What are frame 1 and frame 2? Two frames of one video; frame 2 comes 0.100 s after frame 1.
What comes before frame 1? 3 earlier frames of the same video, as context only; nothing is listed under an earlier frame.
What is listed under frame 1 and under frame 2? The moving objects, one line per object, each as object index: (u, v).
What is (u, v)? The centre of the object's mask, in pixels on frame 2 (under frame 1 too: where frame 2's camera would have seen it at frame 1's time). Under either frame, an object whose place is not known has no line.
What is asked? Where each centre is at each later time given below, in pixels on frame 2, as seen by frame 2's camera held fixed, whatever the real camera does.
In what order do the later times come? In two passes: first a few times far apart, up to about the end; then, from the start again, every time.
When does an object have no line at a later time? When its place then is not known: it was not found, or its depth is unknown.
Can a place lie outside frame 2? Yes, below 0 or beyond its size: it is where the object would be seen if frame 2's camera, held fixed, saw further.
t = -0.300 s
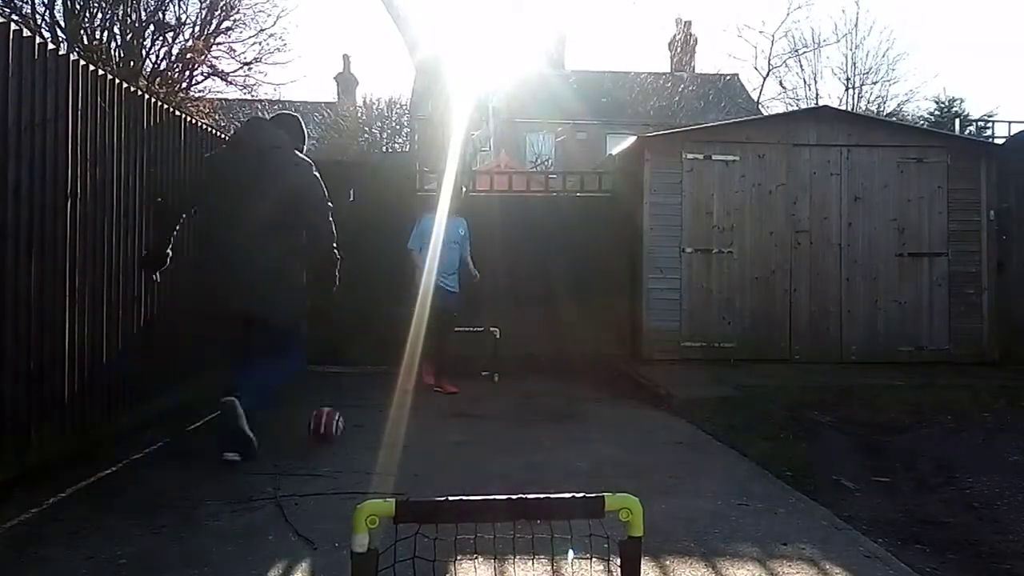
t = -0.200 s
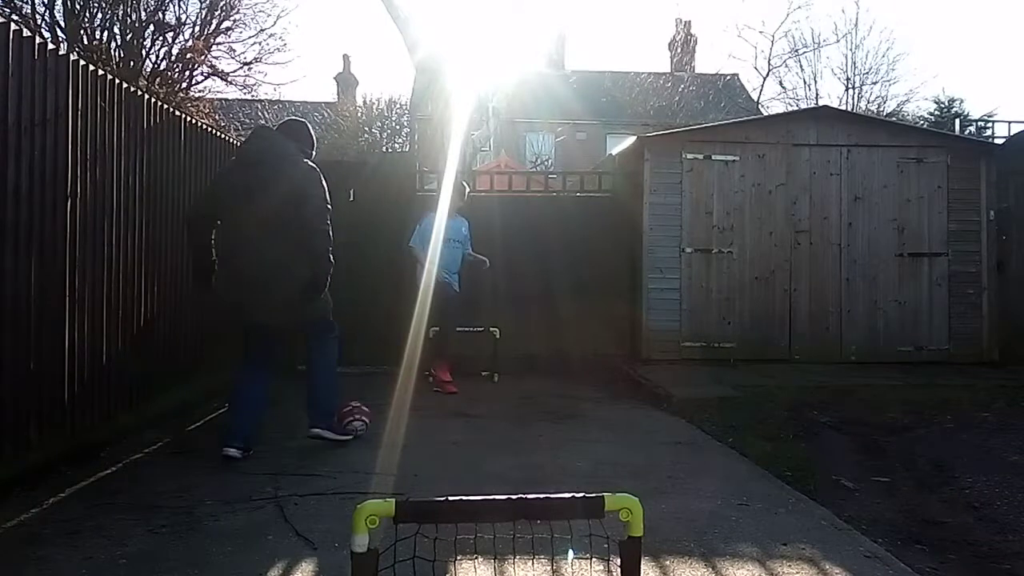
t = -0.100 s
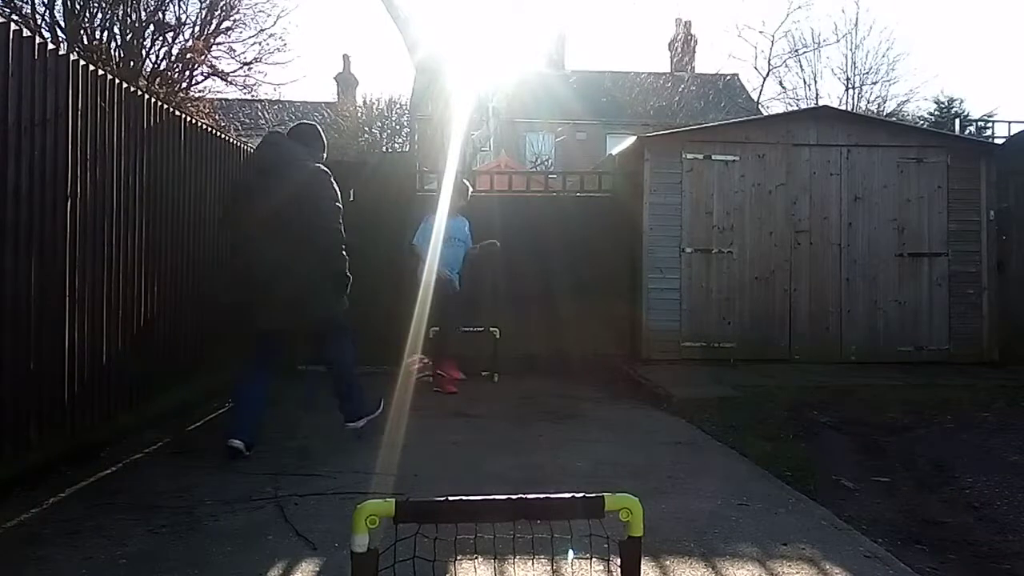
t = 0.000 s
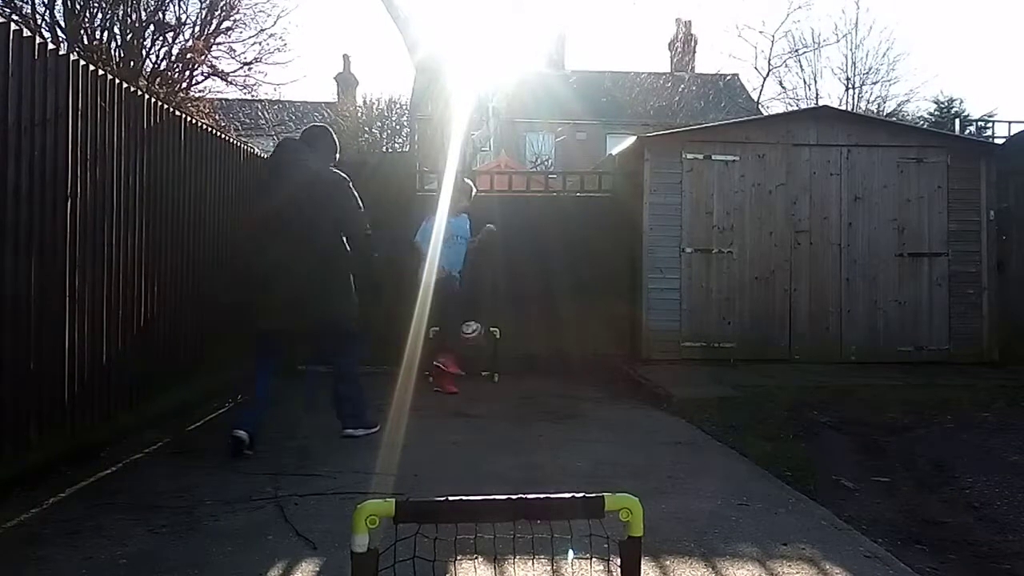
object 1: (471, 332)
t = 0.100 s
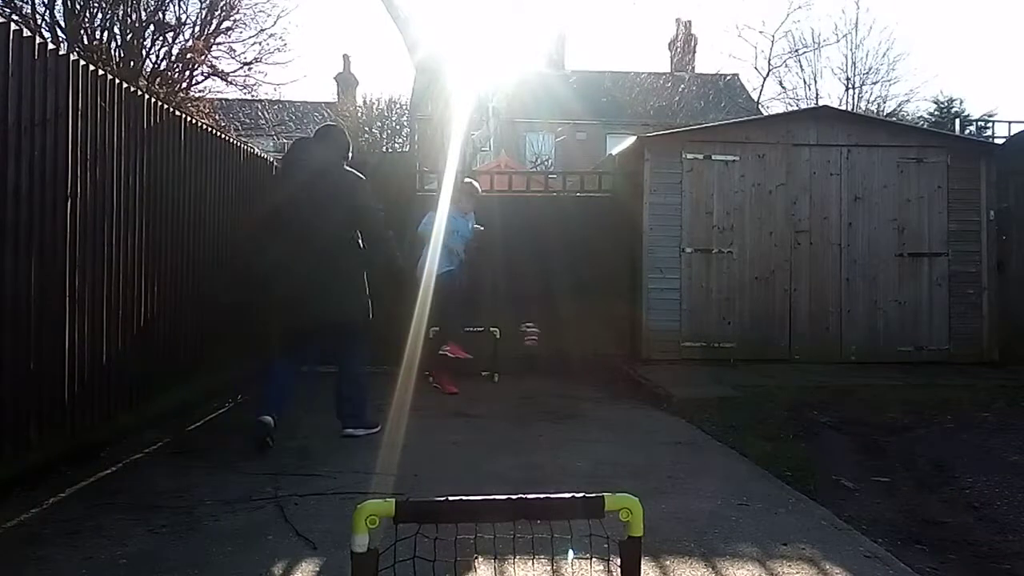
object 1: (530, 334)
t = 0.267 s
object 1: (604, 359)
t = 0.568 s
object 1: (606, 366)
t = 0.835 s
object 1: (603, 368)
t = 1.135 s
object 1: (607, 370)
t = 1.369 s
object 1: (610, 370)
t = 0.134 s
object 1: (544, 335)
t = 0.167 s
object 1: (563, 340)
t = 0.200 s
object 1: (576, 346)
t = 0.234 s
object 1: (592, 355)
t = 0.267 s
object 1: (604, 359)
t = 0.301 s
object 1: (616, 367)
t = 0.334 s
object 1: (612, 364)
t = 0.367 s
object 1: (608, 363)
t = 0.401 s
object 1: (607, 363)
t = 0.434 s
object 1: (606, 363)
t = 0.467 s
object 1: (606, 364)
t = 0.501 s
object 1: (607, 365)
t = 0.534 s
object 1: (606, 366)
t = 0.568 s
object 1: (606, 366)
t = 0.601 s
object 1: (606, 367)
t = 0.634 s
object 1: (605, 367)
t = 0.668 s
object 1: (606, 367)
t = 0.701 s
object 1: (606, 367)
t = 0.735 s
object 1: (604, 368)
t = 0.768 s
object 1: (604, 368)
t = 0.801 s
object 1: (603, 368)
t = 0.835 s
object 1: (603, 368)
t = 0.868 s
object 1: (604, 368)
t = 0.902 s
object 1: (603, 369)
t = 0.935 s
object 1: (603, 369)
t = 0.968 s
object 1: (604, 370)
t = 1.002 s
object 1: (604, 370)
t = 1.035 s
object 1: (605, 370)
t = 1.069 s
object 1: (606, 371)
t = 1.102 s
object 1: (606, 371)
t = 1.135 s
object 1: (607, 370)
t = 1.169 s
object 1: (608, 370)
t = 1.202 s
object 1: (608, 370)
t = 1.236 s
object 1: (608, 371)
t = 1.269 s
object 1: (609, 370)
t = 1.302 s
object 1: (609, 371)
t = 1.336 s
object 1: (609, 371)
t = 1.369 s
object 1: (610, 370)
